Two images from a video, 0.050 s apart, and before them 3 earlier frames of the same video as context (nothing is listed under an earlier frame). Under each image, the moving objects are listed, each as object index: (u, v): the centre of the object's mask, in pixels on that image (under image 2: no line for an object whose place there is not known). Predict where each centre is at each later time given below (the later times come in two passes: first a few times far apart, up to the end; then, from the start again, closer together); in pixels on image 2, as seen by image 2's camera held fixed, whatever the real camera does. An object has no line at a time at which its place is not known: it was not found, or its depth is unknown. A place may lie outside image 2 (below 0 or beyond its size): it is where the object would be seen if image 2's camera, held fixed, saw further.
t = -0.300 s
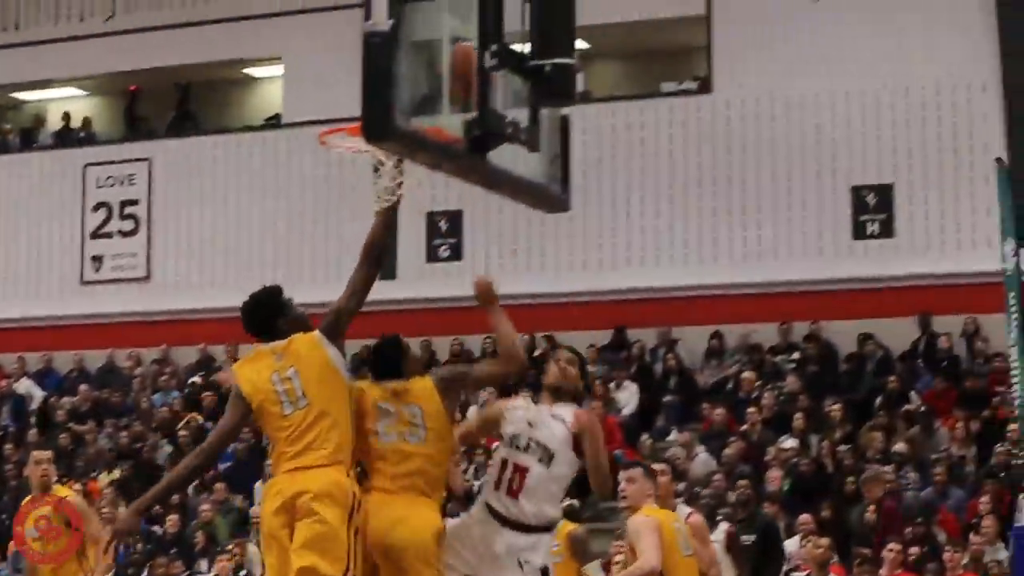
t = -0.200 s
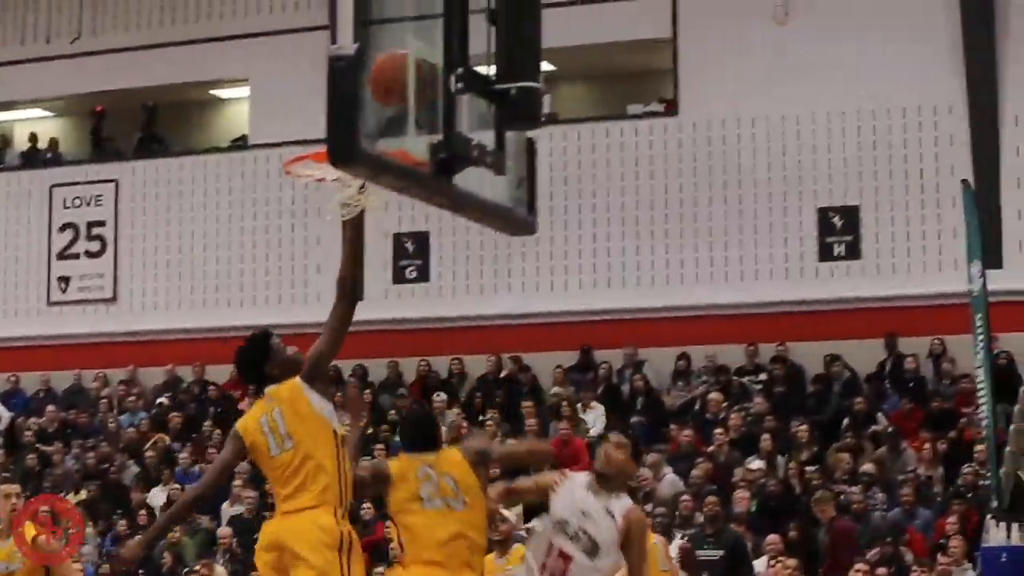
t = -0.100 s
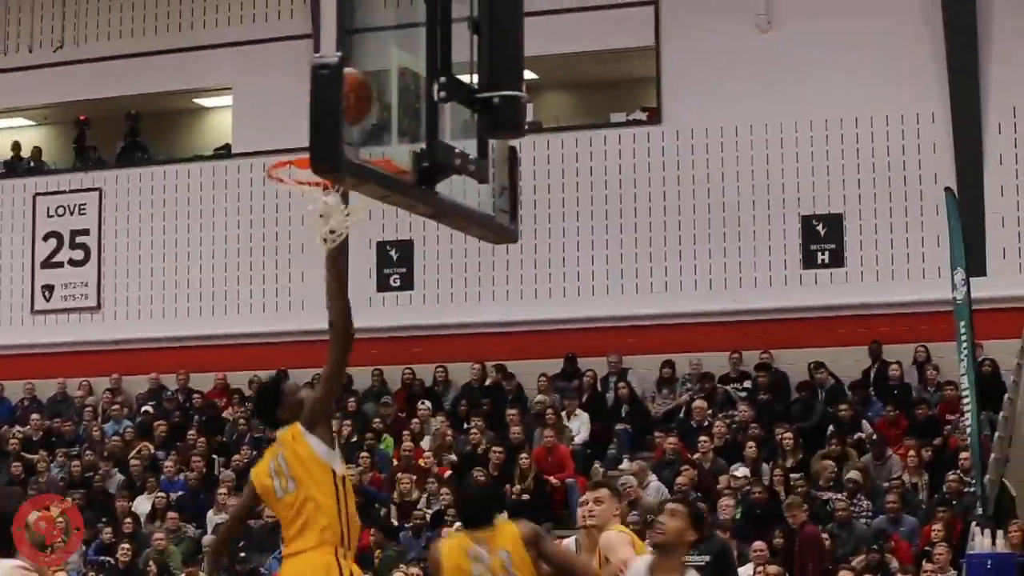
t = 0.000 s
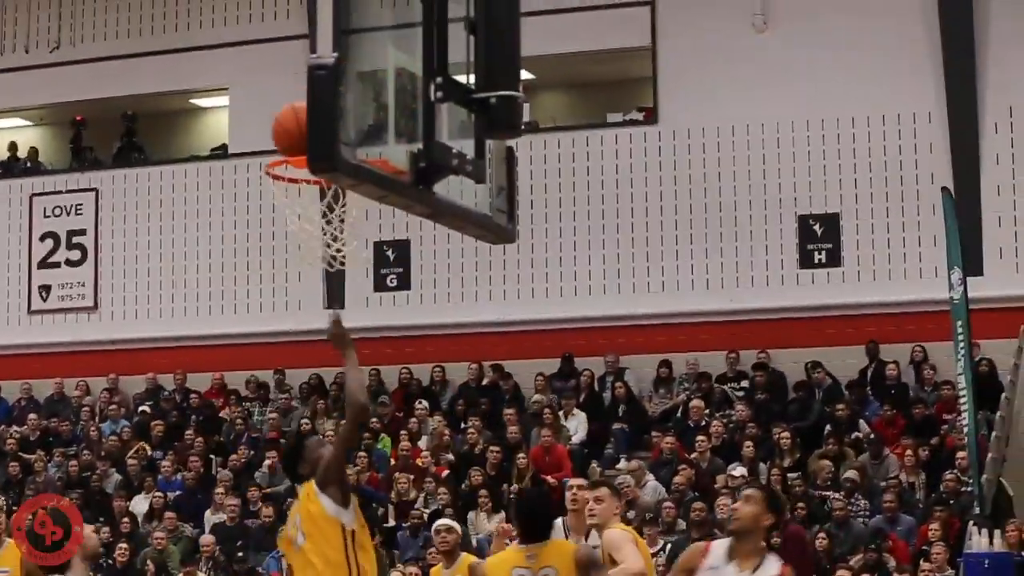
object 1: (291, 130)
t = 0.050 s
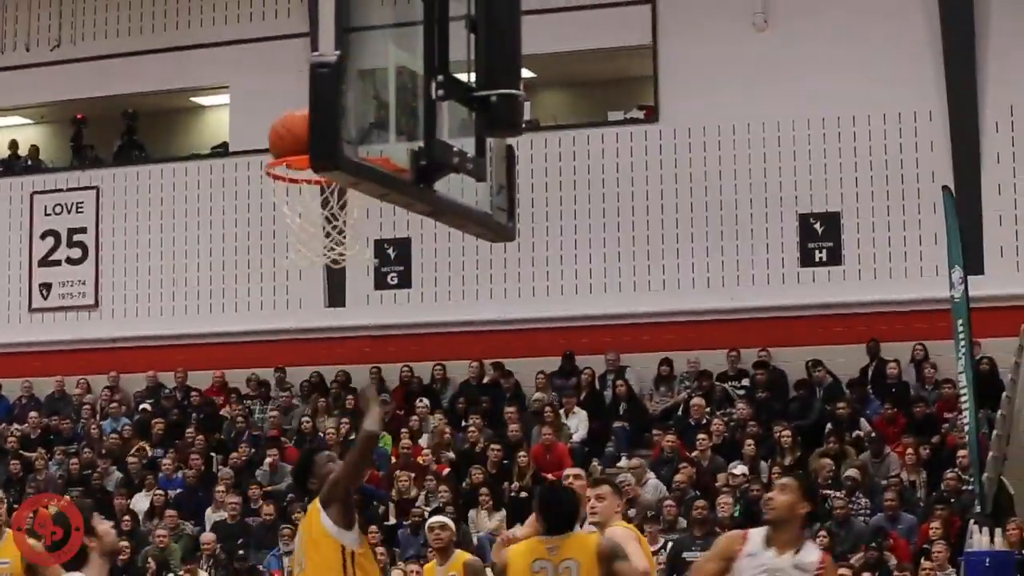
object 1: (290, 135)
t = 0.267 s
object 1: (362, 136)
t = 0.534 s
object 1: (371, 141)
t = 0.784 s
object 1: (305, 217)
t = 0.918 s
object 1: (292, 266)
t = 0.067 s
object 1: (292, 133)
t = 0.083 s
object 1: (294, 132)
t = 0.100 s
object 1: (296, 133)
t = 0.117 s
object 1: (298, 133)
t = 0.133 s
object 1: (300, 133)
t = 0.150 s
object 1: (301, 136)
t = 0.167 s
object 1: (351, 127)
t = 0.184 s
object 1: (353, 131)
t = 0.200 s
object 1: (356, 134)
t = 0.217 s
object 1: (360, 138)
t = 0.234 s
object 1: (363, 141)
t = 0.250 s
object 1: (363, 139)
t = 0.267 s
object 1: (362, 136)
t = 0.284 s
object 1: (361, 133)
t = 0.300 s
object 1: (362, 131)
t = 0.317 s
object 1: (362, 129)
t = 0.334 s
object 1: (363, 127)
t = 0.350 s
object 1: (362, 127)
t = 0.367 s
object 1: (363, 126)
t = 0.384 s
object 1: (364, 125)
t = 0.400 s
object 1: (364, 125)
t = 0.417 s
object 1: (364, 126)
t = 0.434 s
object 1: (364, 127)
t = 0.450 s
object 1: (367, 129)
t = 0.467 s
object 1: (368, 131)
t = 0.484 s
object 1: (368, 134)
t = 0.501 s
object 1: (368, 137)
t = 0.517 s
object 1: (370, 139)
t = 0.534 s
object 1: (371, 141)
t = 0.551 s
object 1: (370, 141)
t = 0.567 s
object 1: (369, 142)
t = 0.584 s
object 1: (367, 142)
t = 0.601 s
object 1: (365, 144)
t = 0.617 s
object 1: (365, 145)
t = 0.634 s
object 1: (328, 180)
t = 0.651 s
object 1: (328, 185)
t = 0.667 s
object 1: (323, 184)
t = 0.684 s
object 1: (322, 187)
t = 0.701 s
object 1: (322, 191)
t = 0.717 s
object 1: (317, 192)
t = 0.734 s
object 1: (315, 197)
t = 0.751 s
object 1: (312, 202)
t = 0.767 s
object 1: (309, 208)
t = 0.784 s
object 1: (305, 217)
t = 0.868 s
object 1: (296, 246)
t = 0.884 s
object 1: (293, 251)
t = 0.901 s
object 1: (293, 260)
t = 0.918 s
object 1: (292, 266)
